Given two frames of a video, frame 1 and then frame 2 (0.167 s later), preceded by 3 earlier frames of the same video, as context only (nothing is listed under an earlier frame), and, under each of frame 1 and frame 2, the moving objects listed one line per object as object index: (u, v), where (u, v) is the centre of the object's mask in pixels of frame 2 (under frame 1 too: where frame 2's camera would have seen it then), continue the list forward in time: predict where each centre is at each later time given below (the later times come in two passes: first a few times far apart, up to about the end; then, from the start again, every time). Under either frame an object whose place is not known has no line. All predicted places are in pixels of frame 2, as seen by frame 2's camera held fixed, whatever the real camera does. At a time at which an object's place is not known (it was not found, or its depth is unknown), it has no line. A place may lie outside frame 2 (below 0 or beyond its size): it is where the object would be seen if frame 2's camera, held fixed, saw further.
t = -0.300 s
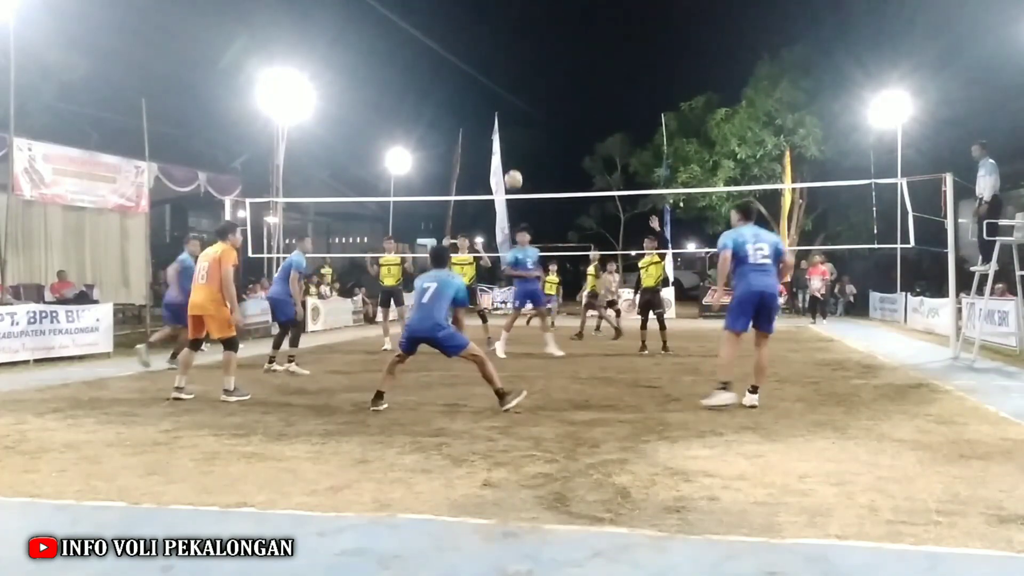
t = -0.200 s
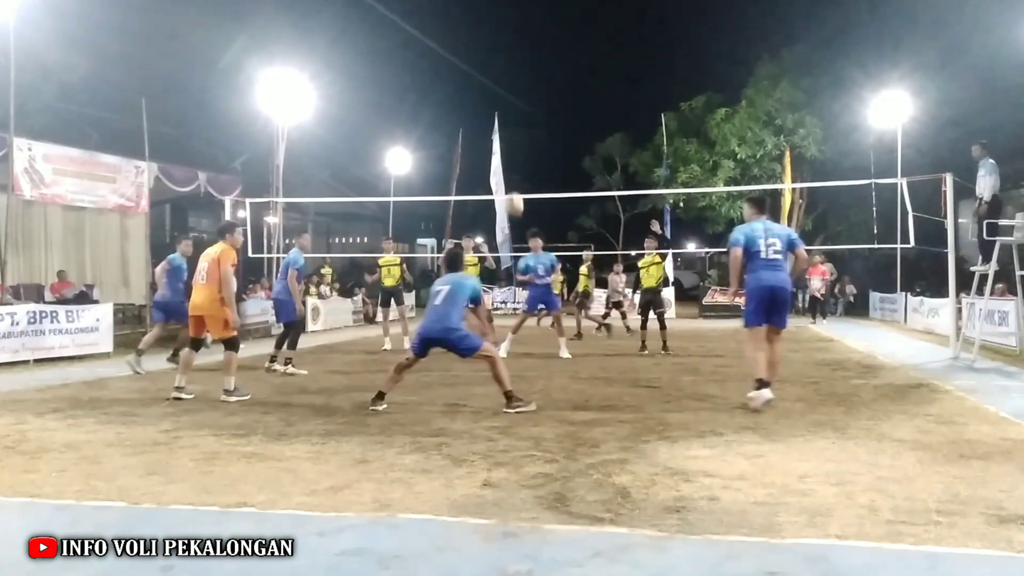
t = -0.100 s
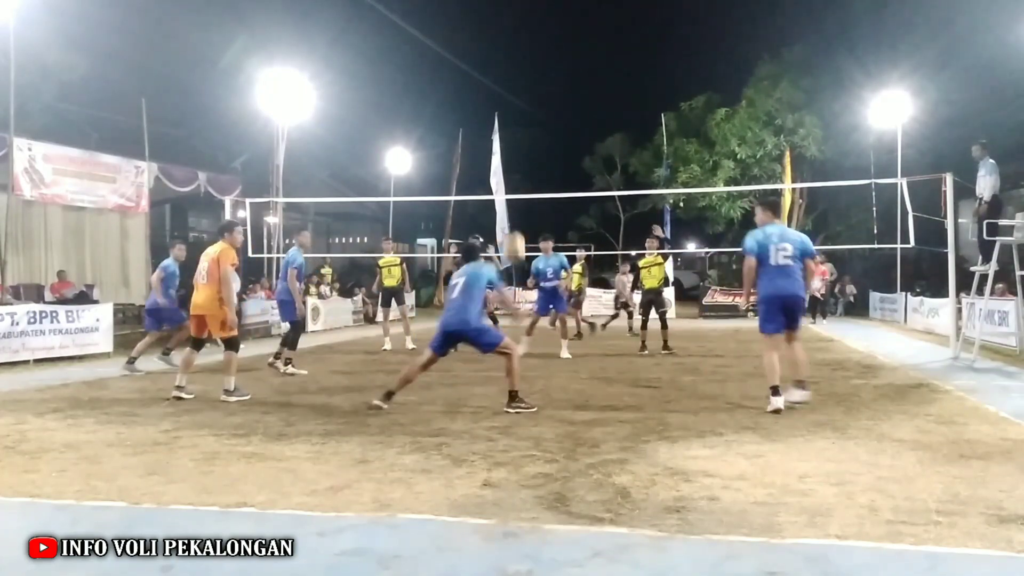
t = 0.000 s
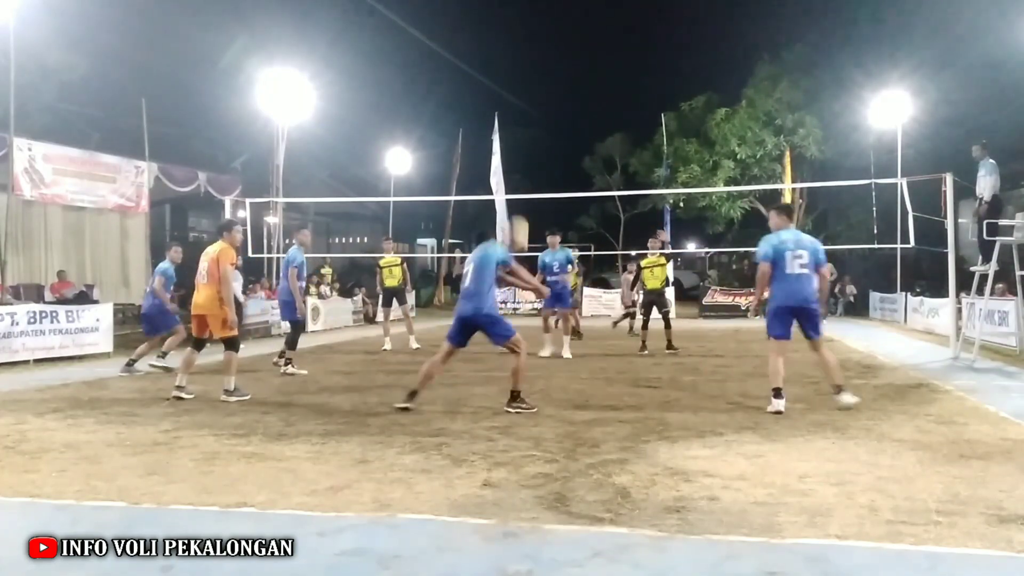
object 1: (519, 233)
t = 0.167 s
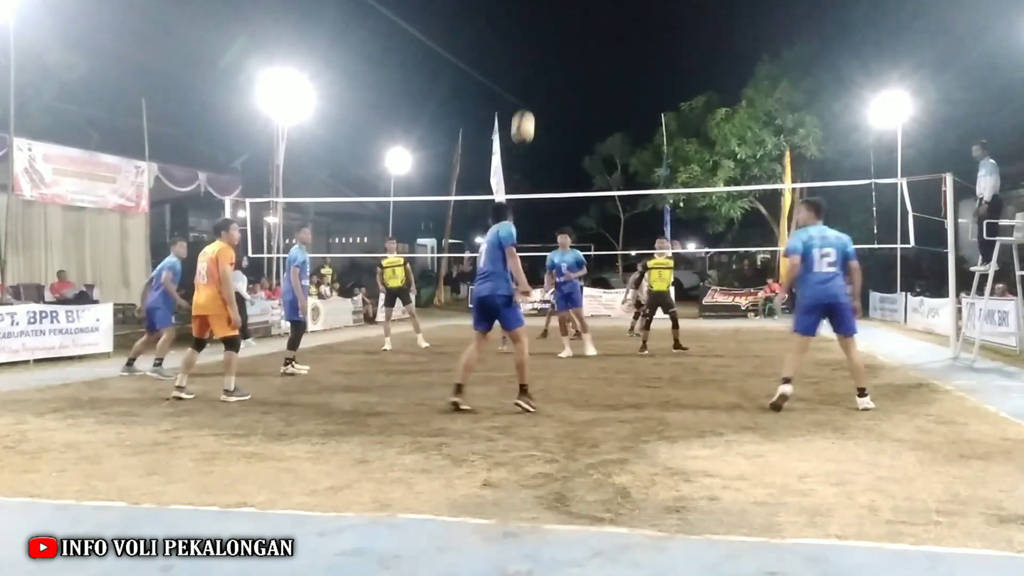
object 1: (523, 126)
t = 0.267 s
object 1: (526, 80)
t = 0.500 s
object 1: (530, 22)
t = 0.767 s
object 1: (533, 21)
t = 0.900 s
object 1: (534, 41)
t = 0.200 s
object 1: (524, 108)
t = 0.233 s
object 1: (525, 93)
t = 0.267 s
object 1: (526, 80)
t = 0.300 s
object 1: (526, 66)
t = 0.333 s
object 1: (527, 55)
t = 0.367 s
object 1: (527, 46)
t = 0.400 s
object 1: (528, 38)
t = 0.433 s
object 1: (529, 32)
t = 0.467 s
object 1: (529, 26)
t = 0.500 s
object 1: (530, 22)
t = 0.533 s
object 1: (530, 18)
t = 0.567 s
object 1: (531, 16)
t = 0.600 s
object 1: (531, 14)
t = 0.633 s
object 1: (531, 14)
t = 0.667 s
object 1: (532, 14)
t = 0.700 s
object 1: (532, 16)
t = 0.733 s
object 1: (532, 18)
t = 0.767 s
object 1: (533, 21)
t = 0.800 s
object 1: (533, 25)
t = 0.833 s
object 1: (534, 29)
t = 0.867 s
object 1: (534, 36)
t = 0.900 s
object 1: (534, 41)
